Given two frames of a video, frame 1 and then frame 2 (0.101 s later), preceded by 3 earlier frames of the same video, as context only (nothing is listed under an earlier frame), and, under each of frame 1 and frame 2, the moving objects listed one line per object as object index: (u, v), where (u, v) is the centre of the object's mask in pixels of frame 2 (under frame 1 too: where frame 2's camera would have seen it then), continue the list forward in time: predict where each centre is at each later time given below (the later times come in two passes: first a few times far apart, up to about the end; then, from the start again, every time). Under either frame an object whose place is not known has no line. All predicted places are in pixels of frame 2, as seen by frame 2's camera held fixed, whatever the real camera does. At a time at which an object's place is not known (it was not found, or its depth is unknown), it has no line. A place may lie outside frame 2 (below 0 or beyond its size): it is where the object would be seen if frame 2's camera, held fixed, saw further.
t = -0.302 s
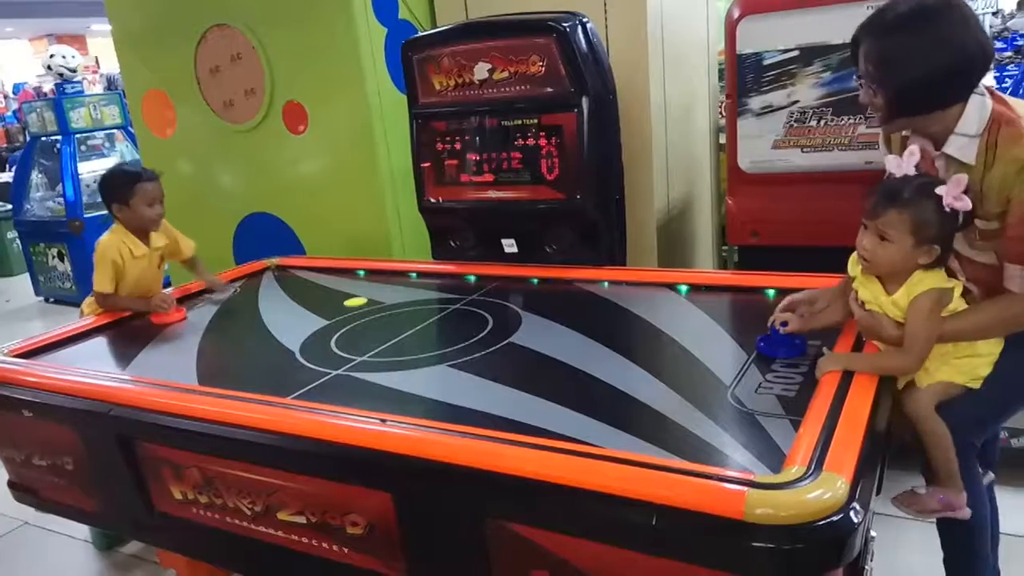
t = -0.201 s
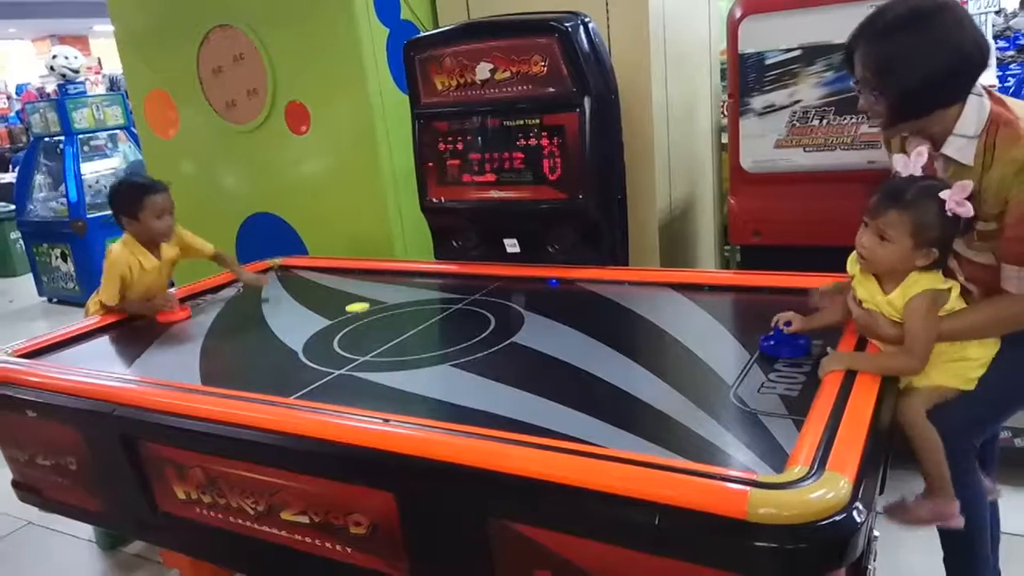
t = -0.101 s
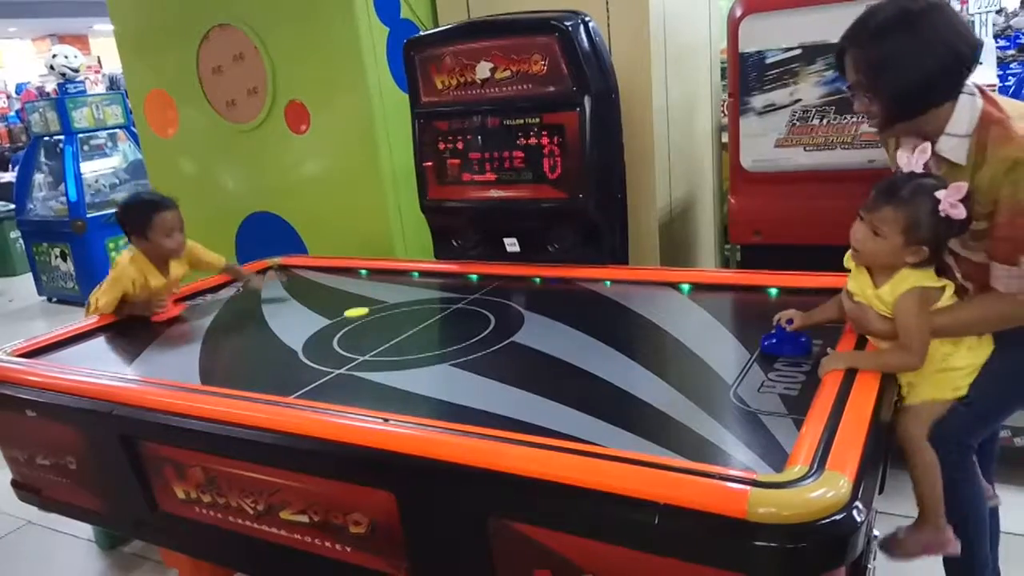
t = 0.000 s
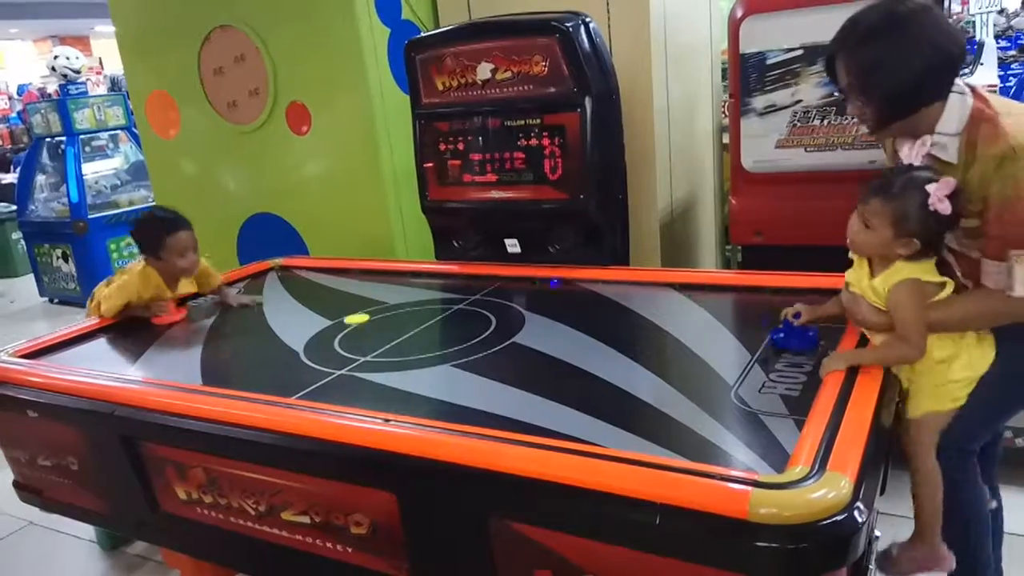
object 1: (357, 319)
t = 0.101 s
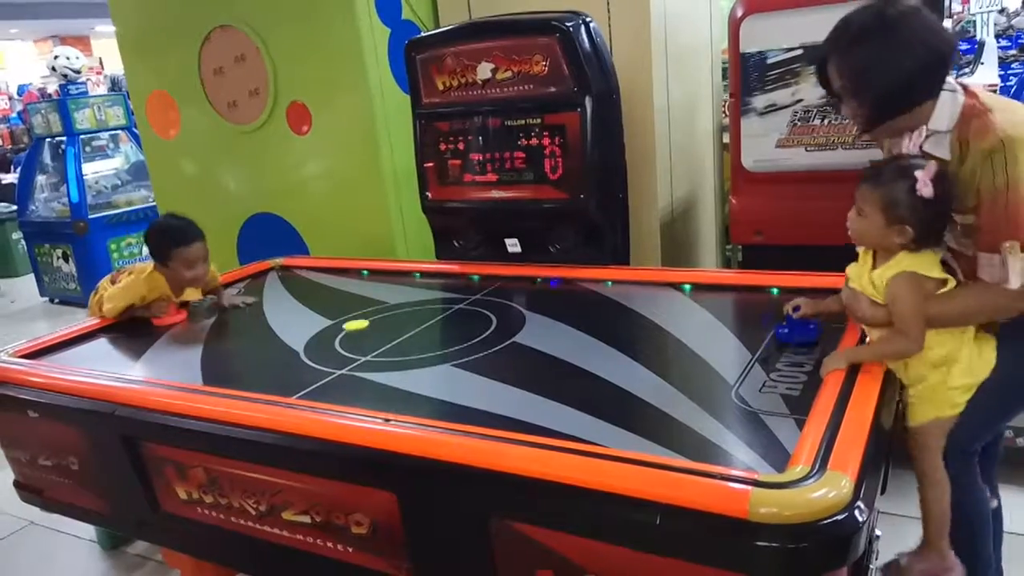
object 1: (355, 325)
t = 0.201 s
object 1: (354, 331)
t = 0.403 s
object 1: (351, 345)
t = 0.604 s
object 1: (348, 360)
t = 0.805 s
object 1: (346, 376)
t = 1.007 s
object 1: (344, 394)
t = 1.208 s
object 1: (352, 406)
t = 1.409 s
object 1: (372, 404)
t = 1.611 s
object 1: (392, 401)
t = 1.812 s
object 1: (414, 395)
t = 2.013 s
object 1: (437, 390)
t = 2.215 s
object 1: (457, 384)
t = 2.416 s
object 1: (478, 380)
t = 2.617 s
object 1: (498, 374)
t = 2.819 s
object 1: (515, 369)
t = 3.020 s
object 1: (533, 366)
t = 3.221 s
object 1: (549, 362)
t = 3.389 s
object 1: (563, 359)
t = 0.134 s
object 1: (355, 327)
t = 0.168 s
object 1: (355, 329)
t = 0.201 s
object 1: (354, 331)
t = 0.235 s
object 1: (354, 334)
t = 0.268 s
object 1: (353, 336)
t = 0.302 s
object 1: (353, 338)
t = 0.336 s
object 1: (352, 340)
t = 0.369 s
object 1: (352, 343)
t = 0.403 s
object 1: (351, 345)
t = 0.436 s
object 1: (351, 347)
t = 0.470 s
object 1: (351, 350)
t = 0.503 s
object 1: (350, 352)
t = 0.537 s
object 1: (350, 355)
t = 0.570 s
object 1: (349, 357)
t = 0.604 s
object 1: (348, 360)
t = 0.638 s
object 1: (348, 363)
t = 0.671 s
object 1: (348, 365)
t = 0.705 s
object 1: (348, 368)
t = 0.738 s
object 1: (347, 371)
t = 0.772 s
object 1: (347, 373)
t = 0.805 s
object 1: (346, 376)
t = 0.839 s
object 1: (345, 379)
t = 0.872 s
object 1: (345, 382)
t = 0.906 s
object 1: (345, 385)
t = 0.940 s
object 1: (344, 388)
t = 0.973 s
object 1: (344, 391)
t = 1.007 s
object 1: (344, 394)
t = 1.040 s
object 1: (344, 397)
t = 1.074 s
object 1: (344, 400)
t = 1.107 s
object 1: (346, 402)
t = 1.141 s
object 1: (347, 403)
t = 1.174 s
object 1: (349, 405)
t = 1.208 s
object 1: (352, 406)
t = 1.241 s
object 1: (357, 405)
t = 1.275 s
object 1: (360, 405)
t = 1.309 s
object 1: (363, 405)
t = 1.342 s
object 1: (366, 404)
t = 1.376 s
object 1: (369, 404)
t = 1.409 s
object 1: (372, 404)
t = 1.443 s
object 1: (375, 404)
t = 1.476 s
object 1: (378, 404)
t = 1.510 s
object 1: (382, 403)
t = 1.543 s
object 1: (385, 402)
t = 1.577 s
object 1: (389, 401)
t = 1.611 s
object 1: (392, 401)
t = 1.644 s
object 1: (395, 400)
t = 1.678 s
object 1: (399, 399)
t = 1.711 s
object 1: (403, 398)
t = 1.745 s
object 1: (406, 398)
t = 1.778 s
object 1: (410, 396)
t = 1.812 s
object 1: (414, 395)
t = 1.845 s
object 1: (418, 394)
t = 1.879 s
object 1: (421, 394)
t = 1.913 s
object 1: (425, 393)
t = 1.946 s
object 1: (429, 392)
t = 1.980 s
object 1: (433, 391)
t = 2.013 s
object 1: (437, 390)
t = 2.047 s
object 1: (441, 389)
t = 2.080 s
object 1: (444, 388)
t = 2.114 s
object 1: (448, 387)
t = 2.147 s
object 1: (451, 386)
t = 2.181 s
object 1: (454, 385)
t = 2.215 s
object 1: (457, 384)
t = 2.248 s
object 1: (462, 384)
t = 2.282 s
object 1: (465, 382)
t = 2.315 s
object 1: (469, 382)
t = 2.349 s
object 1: (472, 381)
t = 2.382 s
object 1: (475, 380)
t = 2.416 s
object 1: (478, 380)
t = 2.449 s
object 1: (481, 378)
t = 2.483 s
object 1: (484, 377)
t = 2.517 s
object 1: (488, 376)
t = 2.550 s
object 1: (491, 376)
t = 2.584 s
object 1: (494, 375)
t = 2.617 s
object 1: (498, 374)
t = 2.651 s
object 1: (500, 373)
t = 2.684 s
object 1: (503, 373)
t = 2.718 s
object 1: (506, 372)
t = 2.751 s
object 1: (509, 371)
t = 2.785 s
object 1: (512, 370)
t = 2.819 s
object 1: (515, 369)
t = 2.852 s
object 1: (518, 369)
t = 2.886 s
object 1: (521, 368)
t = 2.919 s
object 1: (524, 368)
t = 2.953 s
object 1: (527, 367)
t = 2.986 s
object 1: (530, 366)
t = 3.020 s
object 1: (533, 366)
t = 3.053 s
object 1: (536, 365)
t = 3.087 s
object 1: (538, 364)
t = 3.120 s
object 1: (541, 364)
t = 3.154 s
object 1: (544, 363)
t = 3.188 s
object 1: (546, 363)
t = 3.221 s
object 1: (549, 362)
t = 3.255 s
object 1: (552, 361)
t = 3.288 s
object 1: (555, 361)
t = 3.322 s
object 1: (558, 360)
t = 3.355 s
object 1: (560, 360)
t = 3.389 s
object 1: (563, 359)
